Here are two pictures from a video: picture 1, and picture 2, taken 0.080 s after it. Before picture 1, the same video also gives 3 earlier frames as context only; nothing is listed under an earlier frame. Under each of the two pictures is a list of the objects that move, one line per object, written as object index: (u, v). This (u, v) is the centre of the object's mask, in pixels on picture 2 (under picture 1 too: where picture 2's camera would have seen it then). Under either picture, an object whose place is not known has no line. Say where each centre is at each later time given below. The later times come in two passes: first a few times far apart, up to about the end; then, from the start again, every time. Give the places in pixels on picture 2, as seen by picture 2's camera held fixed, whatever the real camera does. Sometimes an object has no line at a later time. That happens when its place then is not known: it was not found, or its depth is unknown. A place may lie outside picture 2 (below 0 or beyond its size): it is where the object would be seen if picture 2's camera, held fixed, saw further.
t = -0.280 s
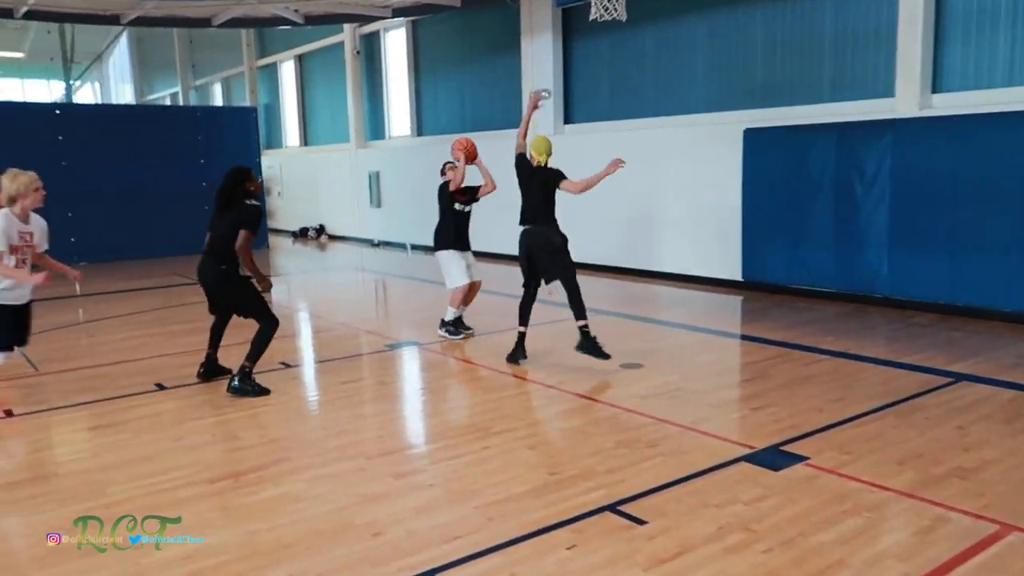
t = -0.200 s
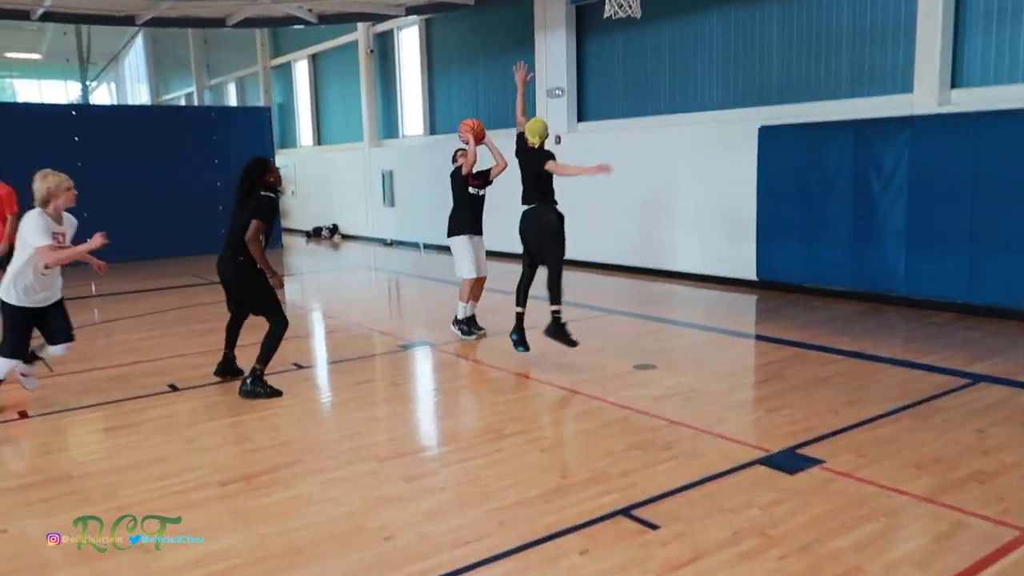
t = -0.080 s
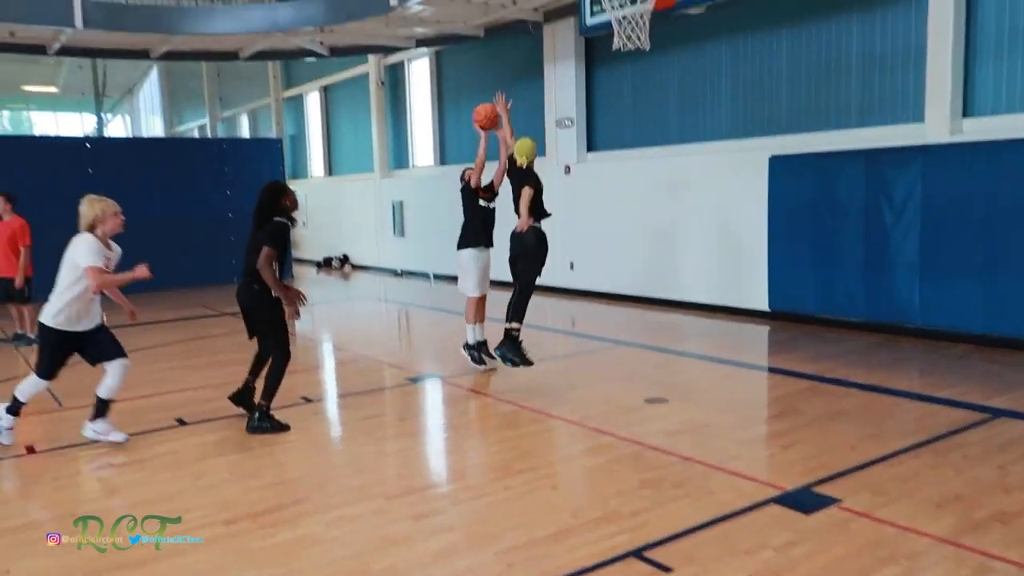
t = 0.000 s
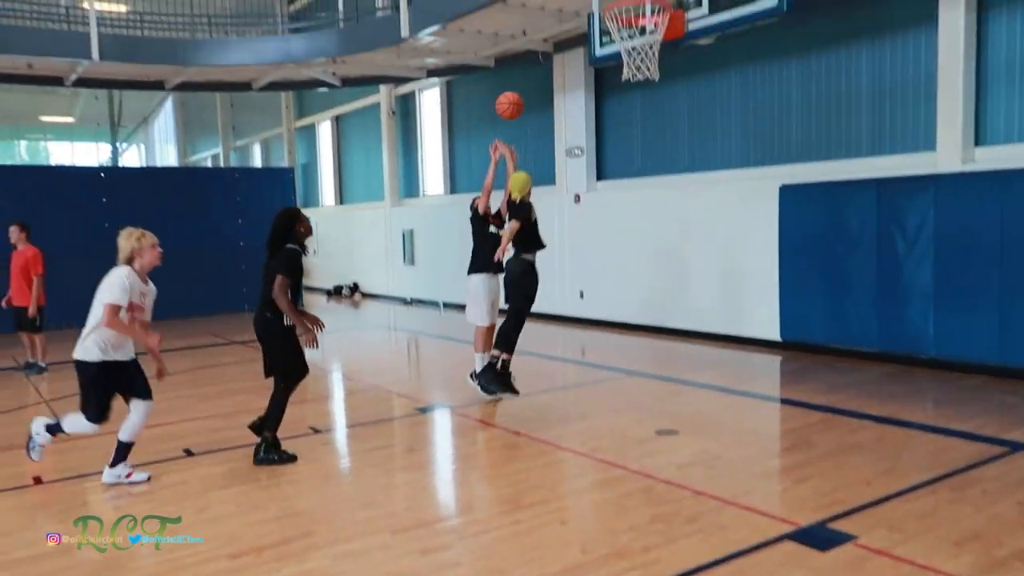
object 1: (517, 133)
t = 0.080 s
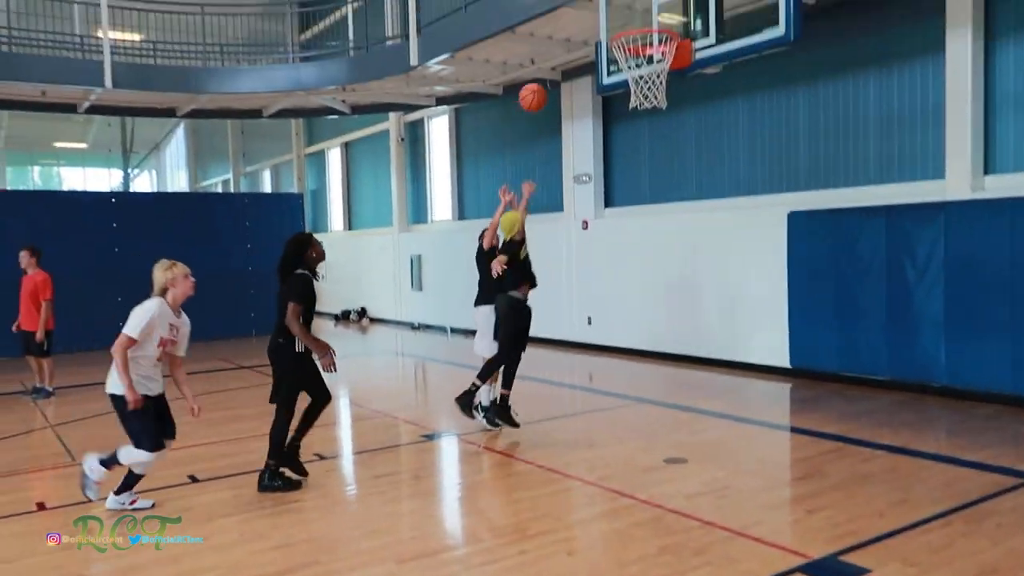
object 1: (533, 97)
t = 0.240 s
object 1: (566, 45)
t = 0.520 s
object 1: (638, 19)
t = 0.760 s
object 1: (637, 56)
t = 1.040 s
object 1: (654, 81)
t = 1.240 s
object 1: (649, 116)
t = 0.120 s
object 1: (540, 82)
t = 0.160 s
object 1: (548, 68)
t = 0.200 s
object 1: (557, 56)
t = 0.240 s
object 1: (566, 45)
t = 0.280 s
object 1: (575, 36)
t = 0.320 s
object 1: (585, 28)
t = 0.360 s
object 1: (595, 23)
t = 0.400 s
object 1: (605, 19)
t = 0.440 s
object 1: (616, 18)
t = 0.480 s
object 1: (626, 17)
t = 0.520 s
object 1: (638, 19)
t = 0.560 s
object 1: (649, 21)
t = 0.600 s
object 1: (663, 25)
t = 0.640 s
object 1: (652, 26)
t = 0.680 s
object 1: (636, 42)
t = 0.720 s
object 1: (635, 50)
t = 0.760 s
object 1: (637, 56)
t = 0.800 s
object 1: (642, 66)
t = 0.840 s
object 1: (647, 71)
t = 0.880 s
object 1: (650, 73)
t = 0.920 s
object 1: (654, 73)
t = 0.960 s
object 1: (656, 74)
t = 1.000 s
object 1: (654, 78)
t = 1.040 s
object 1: (654, 81)
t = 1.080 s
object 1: (653, 84)
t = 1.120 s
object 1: (654, 88)
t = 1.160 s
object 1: (653, 95)
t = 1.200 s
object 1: (649, 102)
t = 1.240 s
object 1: (649, 116)
